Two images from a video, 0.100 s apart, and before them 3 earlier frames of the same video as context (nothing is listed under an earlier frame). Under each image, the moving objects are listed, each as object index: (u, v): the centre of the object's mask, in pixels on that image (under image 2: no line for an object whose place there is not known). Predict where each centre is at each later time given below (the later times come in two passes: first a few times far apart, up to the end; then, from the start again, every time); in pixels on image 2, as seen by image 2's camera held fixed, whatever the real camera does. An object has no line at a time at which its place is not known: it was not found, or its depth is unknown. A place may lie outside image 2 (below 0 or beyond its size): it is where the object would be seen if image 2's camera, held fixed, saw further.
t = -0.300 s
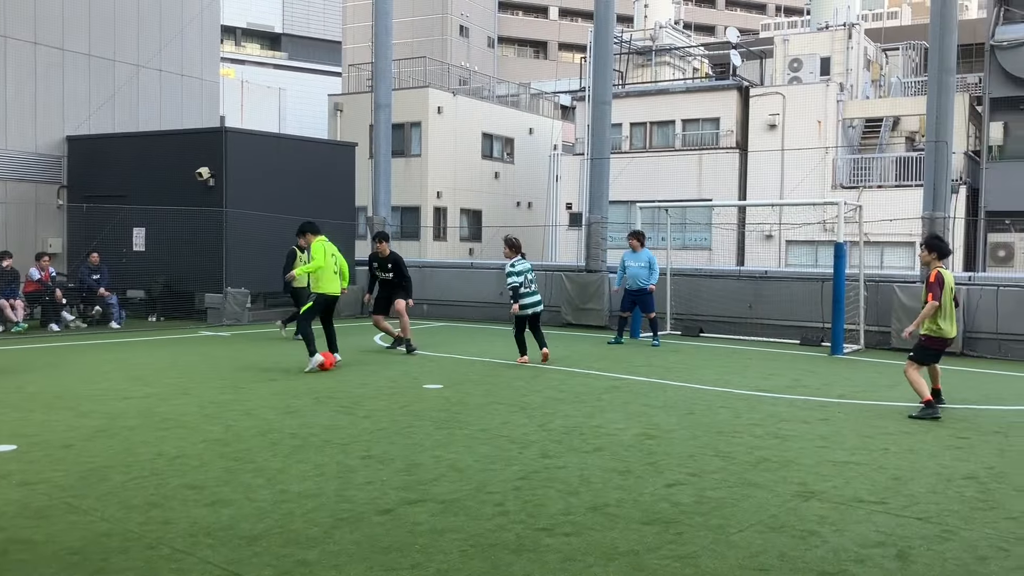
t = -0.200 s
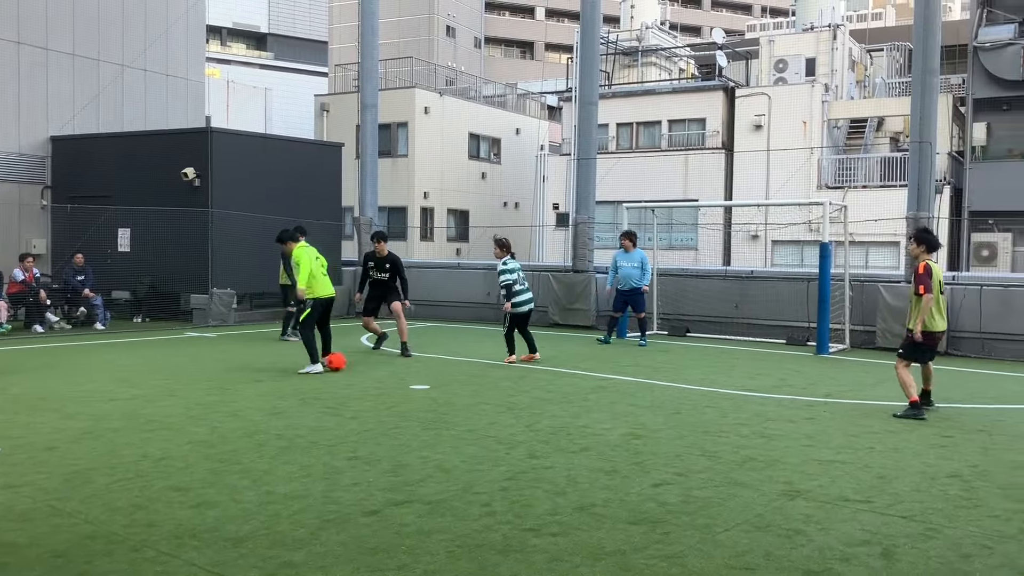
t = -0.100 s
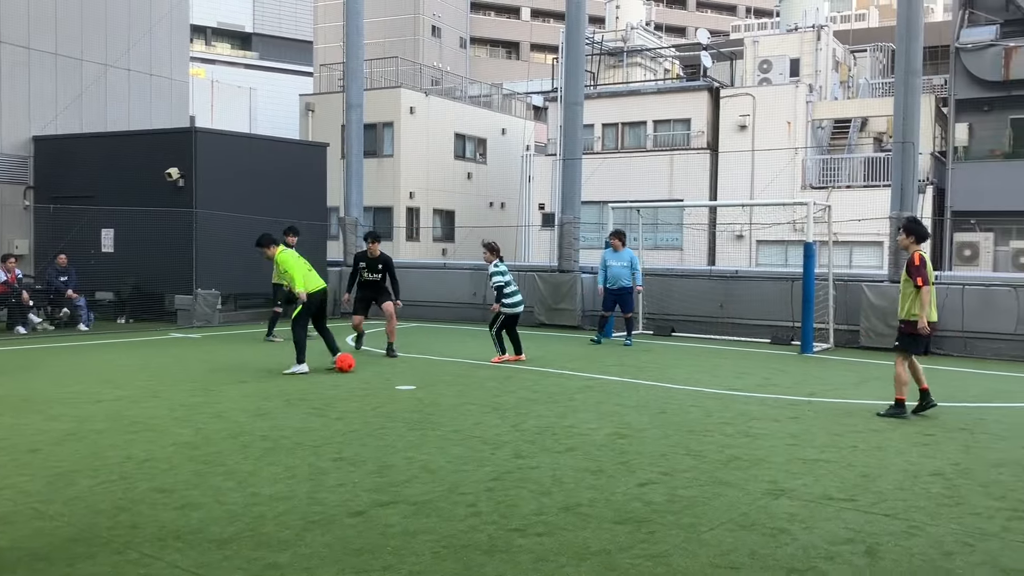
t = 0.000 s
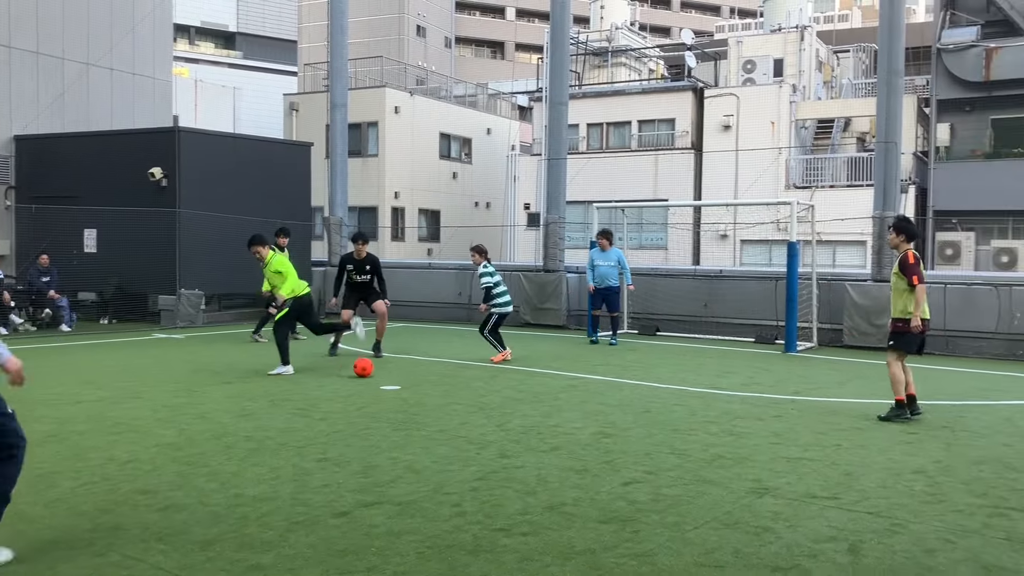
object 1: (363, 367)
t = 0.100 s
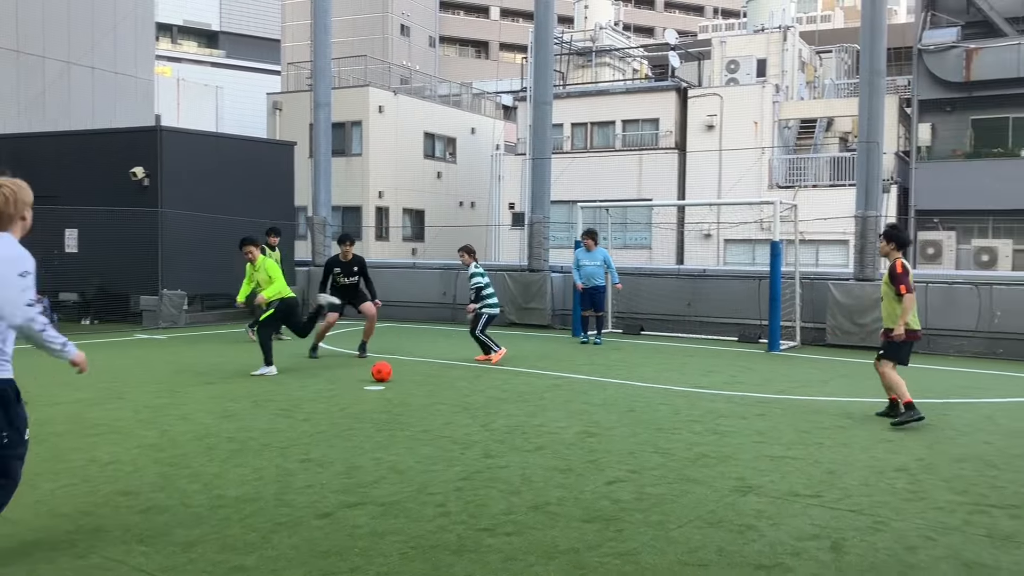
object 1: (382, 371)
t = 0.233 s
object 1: (428, 377)
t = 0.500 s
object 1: (528, 390)
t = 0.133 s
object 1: (394, 373)
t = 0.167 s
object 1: (405, 374)
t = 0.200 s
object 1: (417, 375)
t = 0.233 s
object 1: (428, 377)
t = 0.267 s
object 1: (441, 378)
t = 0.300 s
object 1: (453, 380)
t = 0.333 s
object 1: (464, 381)
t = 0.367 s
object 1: (477, 383)
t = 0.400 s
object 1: (490, 384)
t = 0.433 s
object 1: (503, 386)
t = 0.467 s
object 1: (515, 388)
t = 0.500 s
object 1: (528, 390)
